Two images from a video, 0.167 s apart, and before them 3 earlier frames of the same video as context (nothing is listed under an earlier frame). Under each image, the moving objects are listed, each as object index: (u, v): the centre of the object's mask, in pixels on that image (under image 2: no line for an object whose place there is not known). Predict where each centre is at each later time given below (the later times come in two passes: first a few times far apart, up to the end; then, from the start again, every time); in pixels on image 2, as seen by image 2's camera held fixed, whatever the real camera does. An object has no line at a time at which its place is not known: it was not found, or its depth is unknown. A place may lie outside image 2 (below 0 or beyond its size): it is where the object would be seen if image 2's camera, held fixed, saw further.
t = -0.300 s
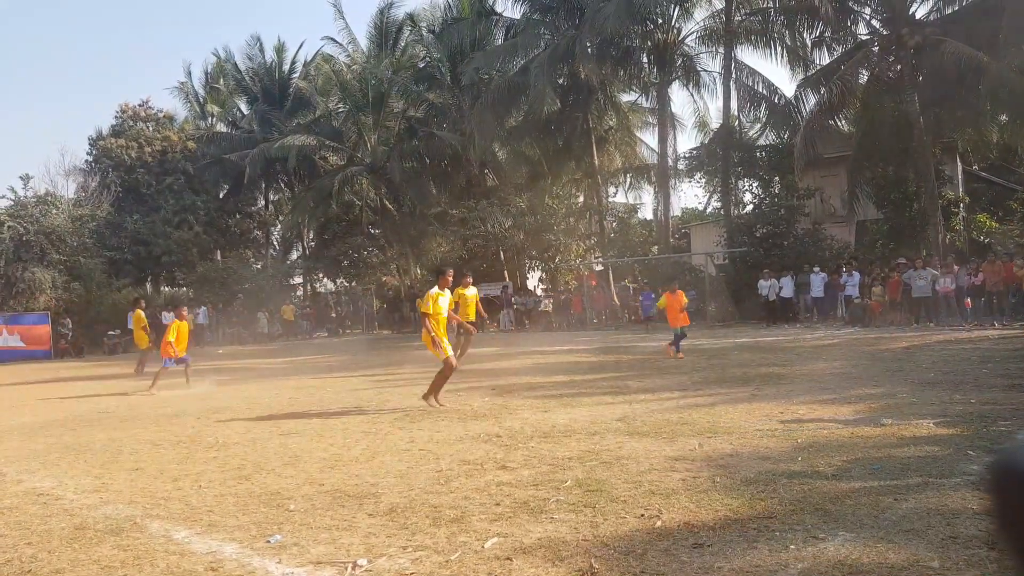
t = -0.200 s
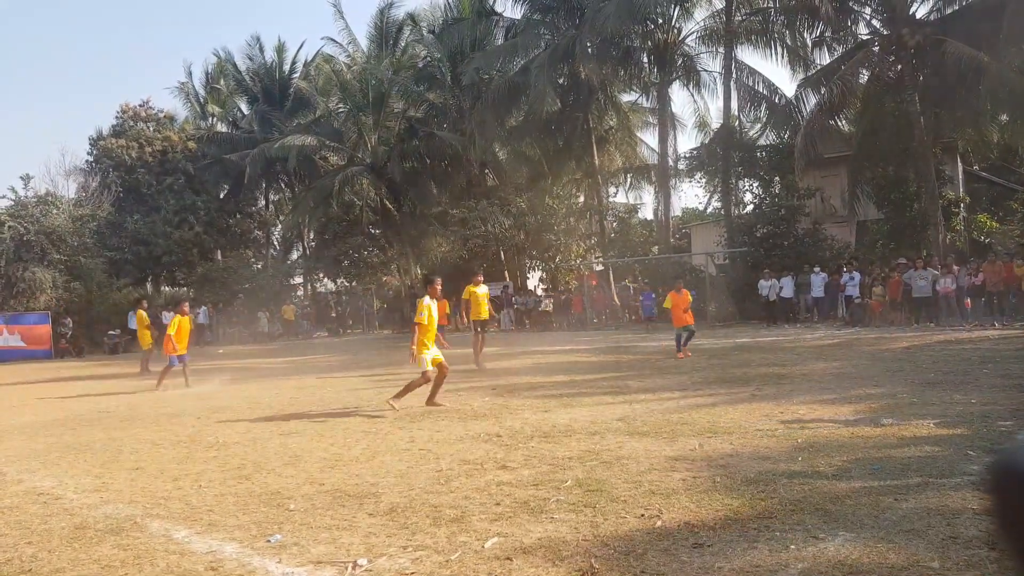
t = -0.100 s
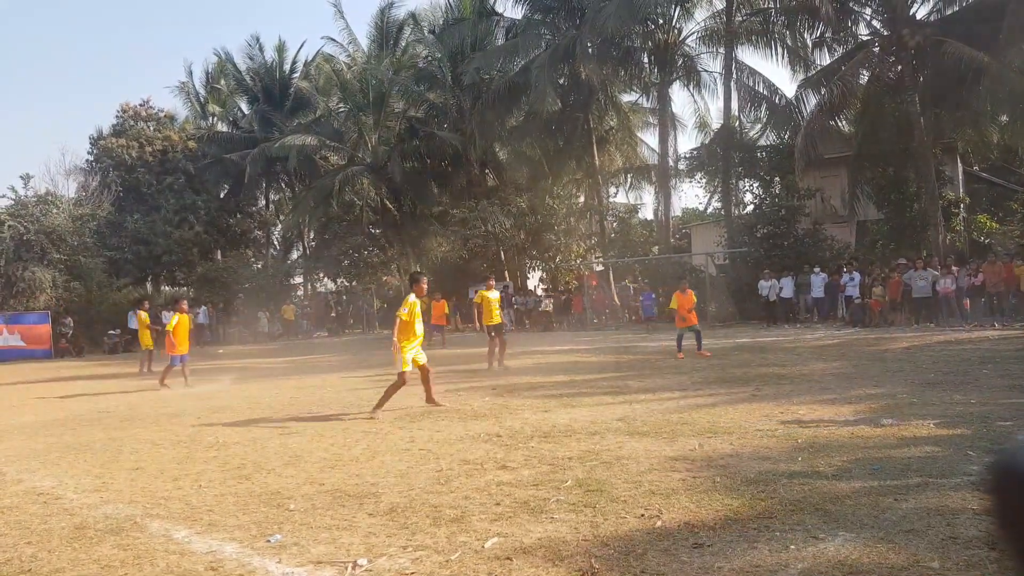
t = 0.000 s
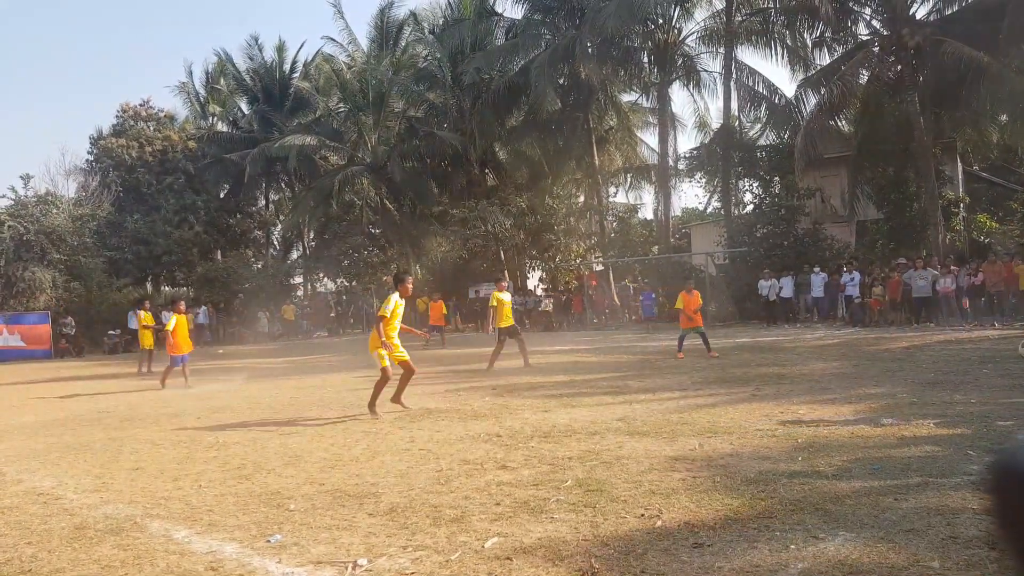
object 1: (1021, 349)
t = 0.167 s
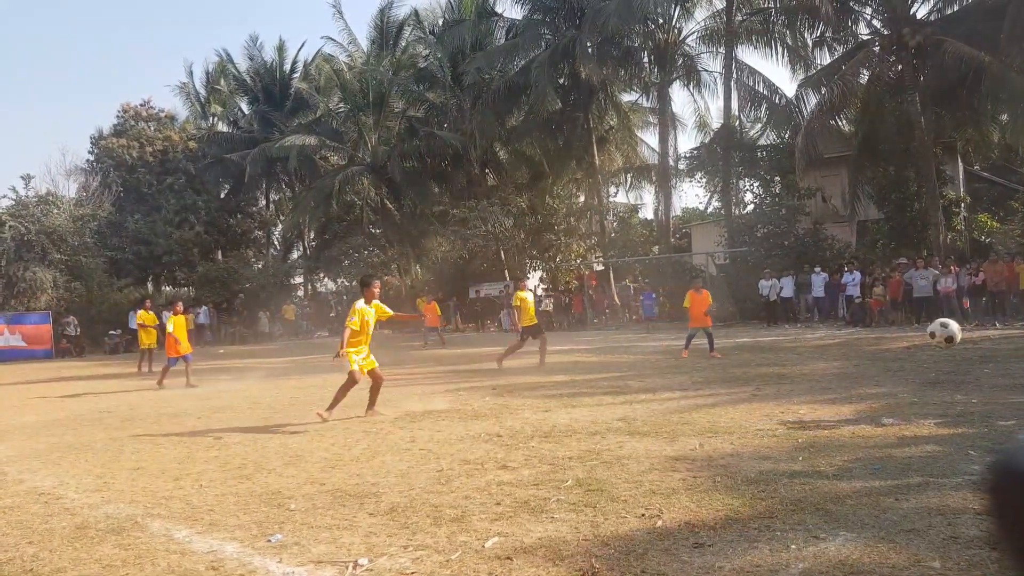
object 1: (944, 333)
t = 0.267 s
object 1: (883, 339)
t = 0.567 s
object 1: (624, 487)
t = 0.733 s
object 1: (515, 459)
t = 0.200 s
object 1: (924, 334)
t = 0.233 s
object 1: (904, 335)
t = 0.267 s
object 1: (883, 339)
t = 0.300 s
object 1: (860, 344)
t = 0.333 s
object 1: (836, 351)
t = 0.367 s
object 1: (812, 361)
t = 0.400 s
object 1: (785, 374)
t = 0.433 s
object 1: (756, 390)
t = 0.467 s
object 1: (725, 409)
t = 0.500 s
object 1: (693, 431)
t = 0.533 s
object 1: (660, 455)
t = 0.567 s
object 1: (624, 487)
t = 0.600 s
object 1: (601, 482)
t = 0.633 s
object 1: (581, 474)
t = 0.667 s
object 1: (560, 466)
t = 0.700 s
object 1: (538, 461)
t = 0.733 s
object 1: (515, 459)
